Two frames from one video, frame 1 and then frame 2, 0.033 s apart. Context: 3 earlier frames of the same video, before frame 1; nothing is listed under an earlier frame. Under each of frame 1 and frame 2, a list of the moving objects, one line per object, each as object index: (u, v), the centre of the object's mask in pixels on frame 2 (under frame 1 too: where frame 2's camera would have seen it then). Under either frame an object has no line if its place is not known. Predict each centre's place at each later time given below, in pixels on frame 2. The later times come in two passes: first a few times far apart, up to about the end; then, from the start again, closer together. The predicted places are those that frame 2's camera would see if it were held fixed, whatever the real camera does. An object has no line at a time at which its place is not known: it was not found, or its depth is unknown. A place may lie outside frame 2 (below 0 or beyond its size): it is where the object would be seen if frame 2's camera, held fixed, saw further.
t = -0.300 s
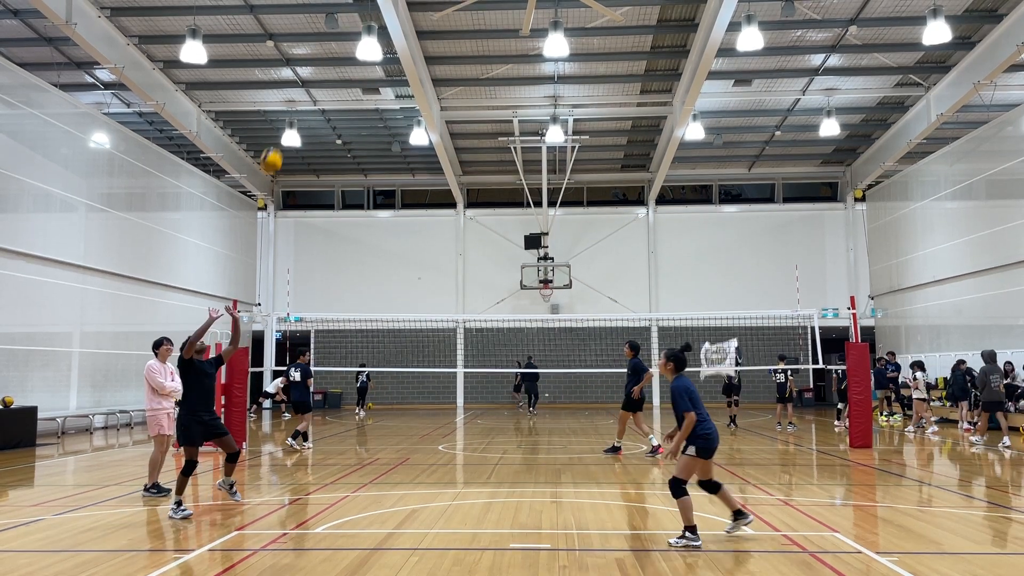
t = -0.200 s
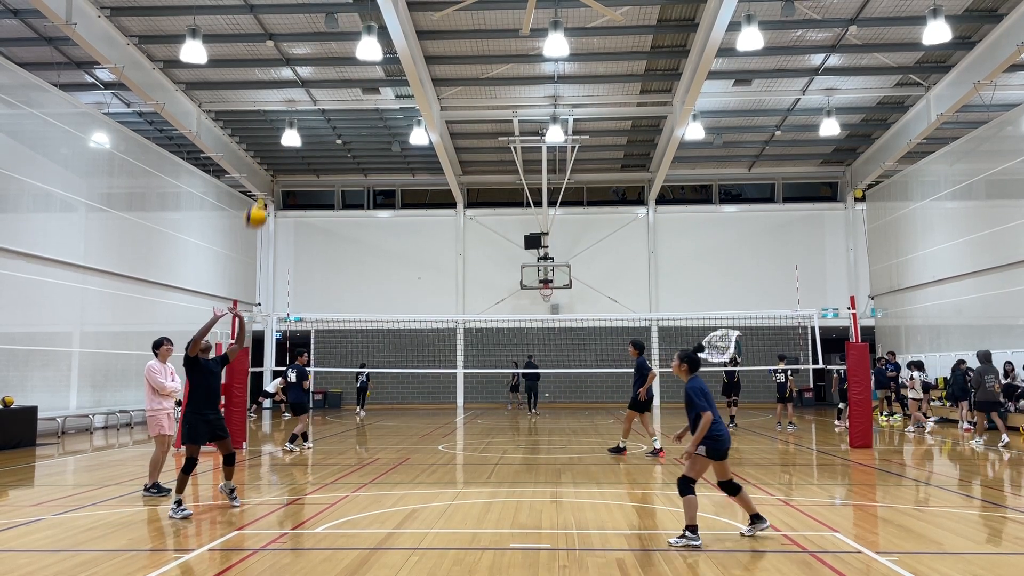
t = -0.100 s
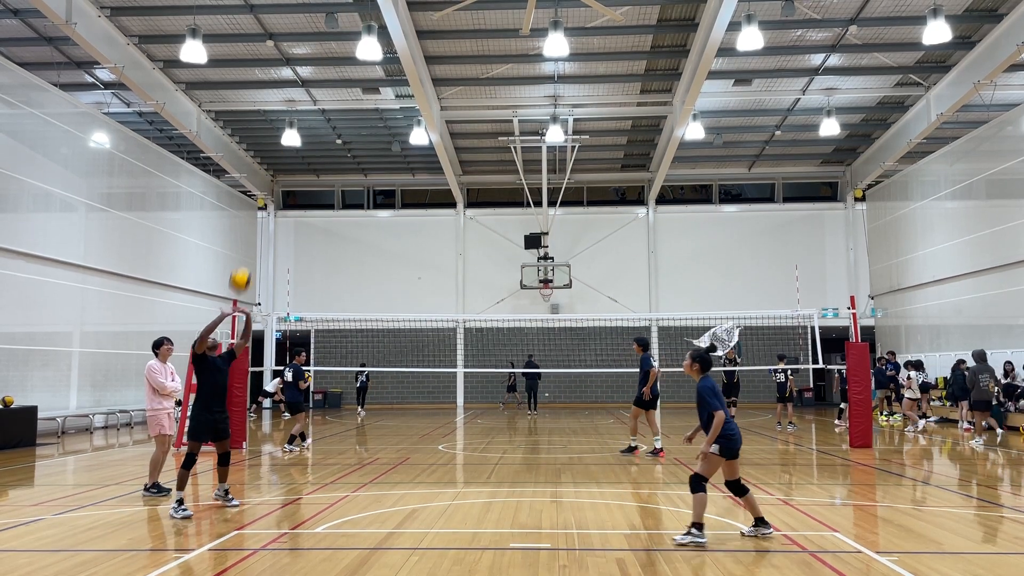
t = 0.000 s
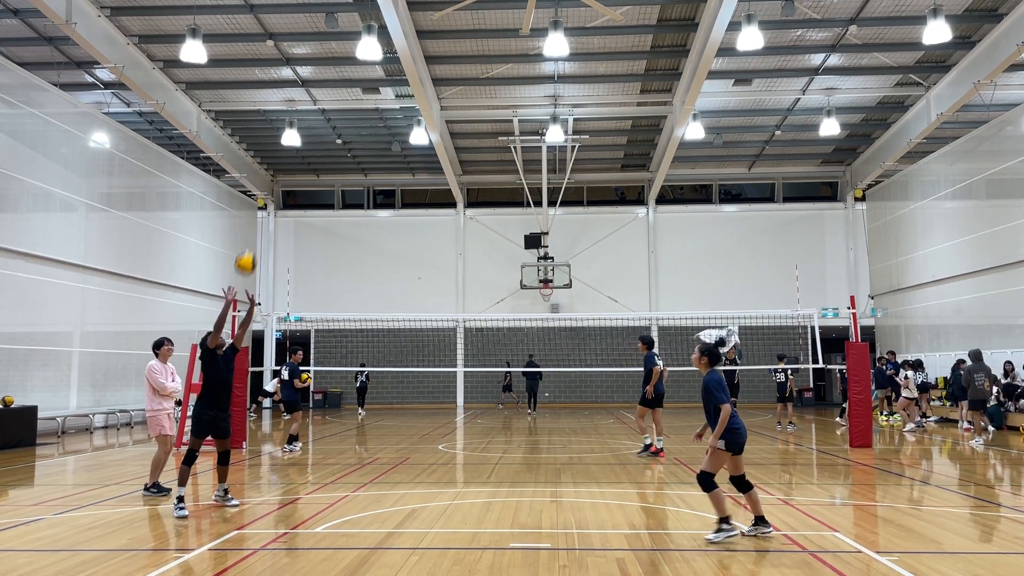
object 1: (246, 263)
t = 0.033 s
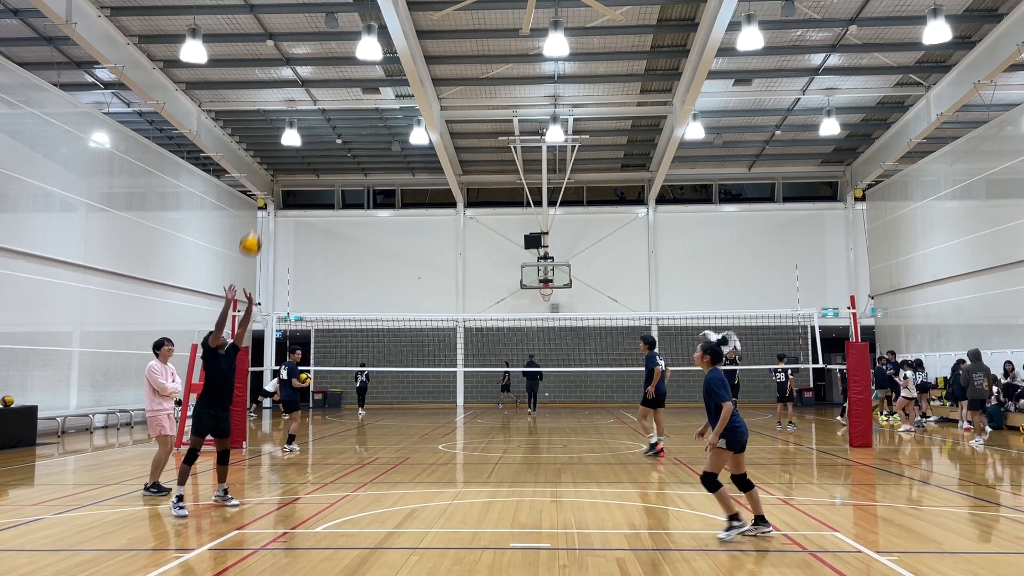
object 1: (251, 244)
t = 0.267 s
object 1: (283, 141)
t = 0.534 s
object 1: (322, 87)
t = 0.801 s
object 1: (361, 107)
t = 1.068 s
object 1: (400, 207)
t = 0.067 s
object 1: (255, 226)
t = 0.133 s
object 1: (264, 194)
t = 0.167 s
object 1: (270, 177)
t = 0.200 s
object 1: (275, 164)
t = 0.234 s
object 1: (279, 152)
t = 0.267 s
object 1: (283, 141)
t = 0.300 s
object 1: (288, 128)
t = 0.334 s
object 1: (294, 119)
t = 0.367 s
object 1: (298, 112)
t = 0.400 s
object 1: (303, 105)
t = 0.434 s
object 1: (307, 99)
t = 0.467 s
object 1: (312, 93)
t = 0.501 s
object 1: (317, 89)
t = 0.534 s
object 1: (322, 87)
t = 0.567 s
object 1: (327, 85)
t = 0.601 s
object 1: (331, 84)
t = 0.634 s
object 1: (336, 85)
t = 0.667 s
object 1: (341, 87)
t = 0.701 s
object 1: (346, 90)
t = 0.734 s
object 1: (351, 94)
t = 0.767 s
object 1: (356, 100)
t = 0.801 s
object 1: (361, 107)
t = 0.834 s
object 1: (366, 115)
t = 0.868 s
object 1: (371, 124)
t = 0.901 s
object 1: (376, 135)
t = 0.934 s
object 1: (380, 147)
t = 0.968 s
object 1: (386, 160)
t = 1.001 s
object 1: (390, 174)
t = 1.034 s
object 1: (396, 192)
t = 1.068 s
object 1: (400, 207)
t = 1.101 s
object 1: (406, 227)
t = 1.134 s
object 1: (411, 247)
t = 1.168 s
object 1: (416, 269)
